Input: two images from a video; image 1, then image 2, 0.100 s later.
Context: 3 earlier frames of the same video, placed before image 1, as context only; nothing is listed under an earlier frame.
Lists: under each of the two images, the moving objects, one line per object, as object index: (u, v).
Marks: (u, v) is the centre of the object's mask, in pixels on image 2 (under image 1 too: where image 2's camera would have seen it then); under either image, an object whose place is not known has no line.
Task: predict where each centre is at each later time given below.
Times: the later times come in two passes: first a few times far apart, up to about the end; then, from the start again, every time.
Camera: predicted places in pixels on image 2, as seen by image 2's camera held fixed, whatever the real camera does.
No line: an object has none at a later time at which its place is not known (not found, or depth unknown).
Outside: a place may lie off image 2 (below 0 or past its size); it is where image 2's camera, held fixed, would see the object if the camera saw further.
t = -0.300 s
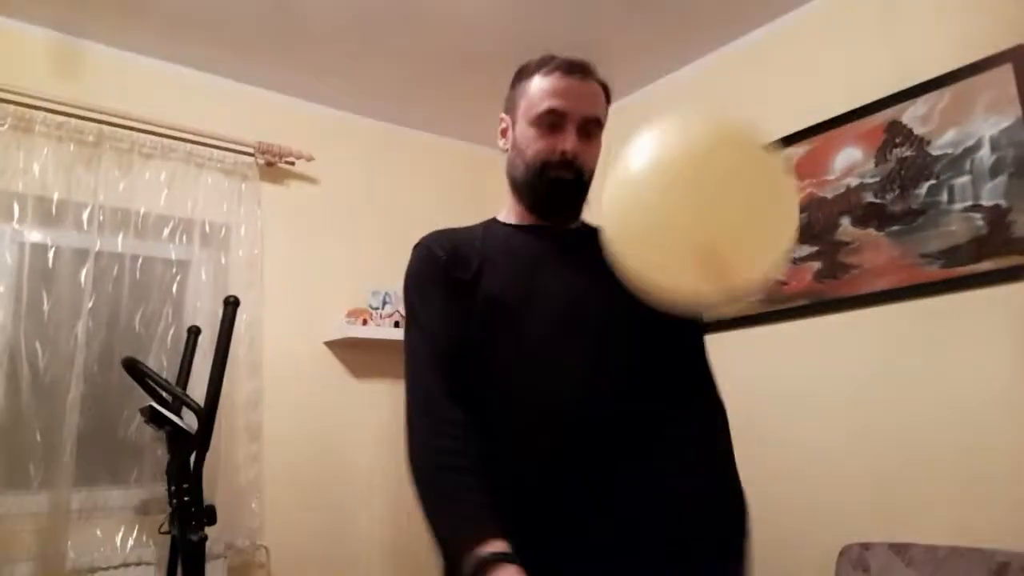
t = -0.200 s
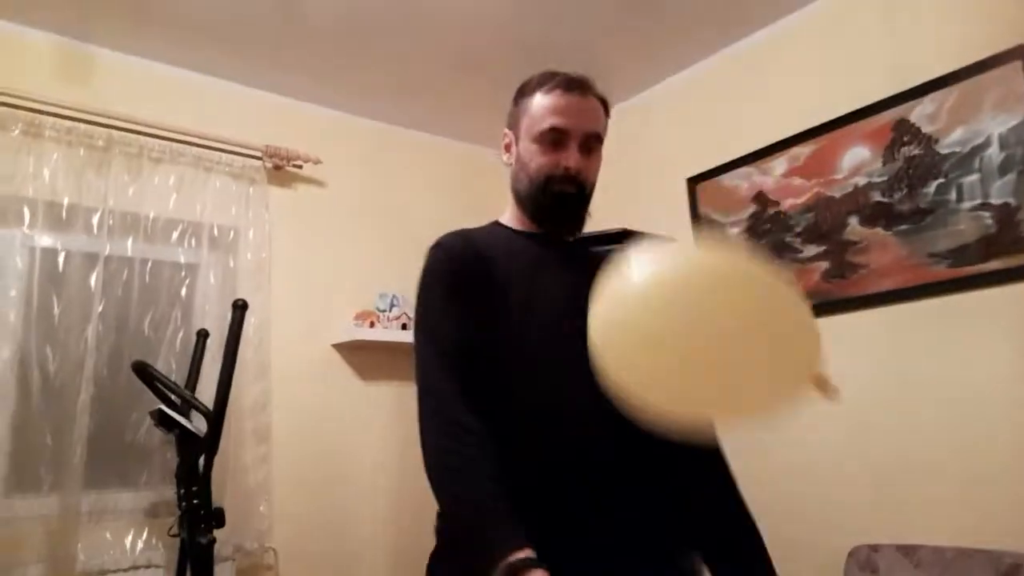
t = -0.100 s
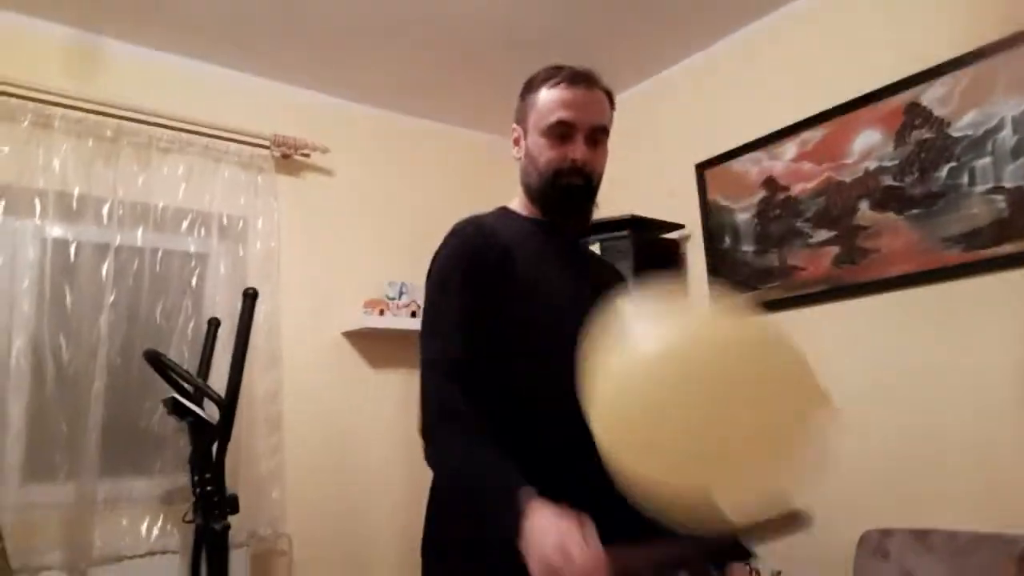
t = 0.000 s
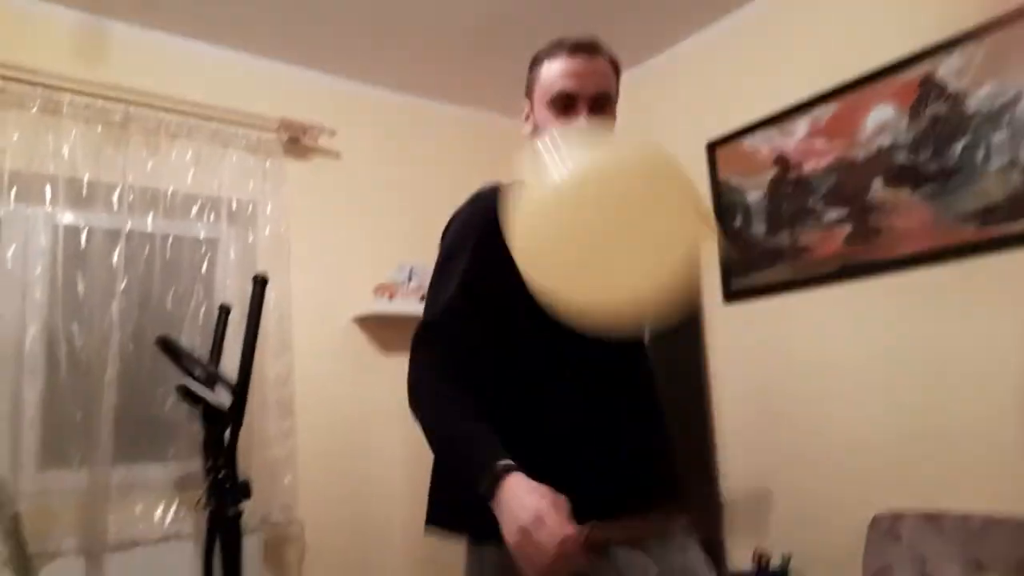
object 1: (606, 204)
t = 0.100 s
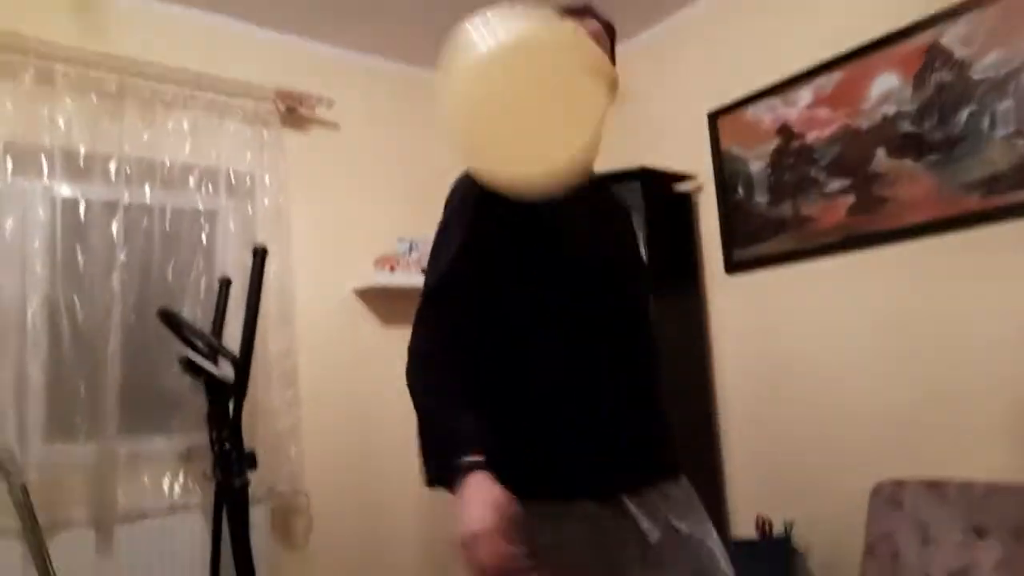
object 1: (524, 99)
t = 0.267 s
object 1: (442, 61)
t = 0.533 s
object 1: (375, 69)
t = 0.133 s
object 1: (507, 81)
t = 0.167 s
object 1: (484, 70)
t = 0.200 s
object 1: (466, 64)
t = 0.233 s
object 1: (454, 63)
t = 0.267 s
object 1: (442, 61)
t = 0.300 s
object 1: (432, 57)
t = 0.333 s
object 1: (422, 55)
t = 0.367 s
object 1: (415, 52)
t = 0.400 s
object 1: (404, 55)
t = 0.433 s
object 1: (390, 58)
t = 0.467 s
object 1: (386, 61)
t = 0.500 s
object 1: (381, 63)
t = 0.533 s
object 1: (375, 69)
